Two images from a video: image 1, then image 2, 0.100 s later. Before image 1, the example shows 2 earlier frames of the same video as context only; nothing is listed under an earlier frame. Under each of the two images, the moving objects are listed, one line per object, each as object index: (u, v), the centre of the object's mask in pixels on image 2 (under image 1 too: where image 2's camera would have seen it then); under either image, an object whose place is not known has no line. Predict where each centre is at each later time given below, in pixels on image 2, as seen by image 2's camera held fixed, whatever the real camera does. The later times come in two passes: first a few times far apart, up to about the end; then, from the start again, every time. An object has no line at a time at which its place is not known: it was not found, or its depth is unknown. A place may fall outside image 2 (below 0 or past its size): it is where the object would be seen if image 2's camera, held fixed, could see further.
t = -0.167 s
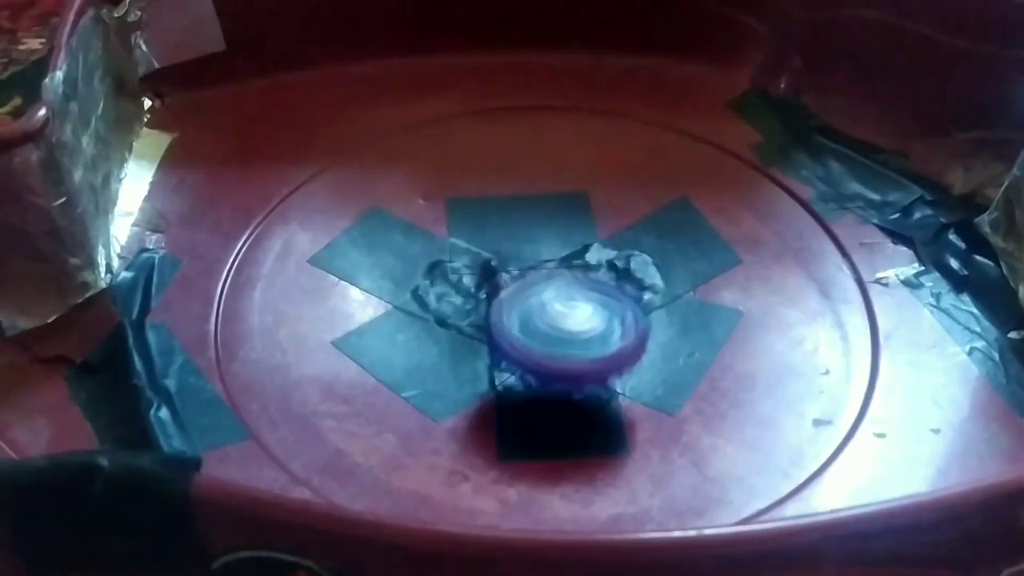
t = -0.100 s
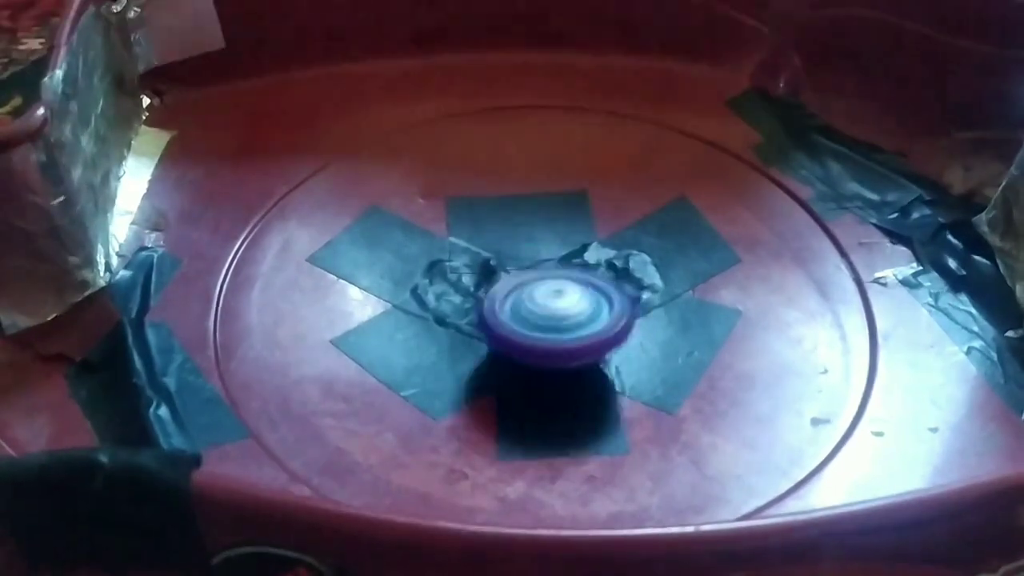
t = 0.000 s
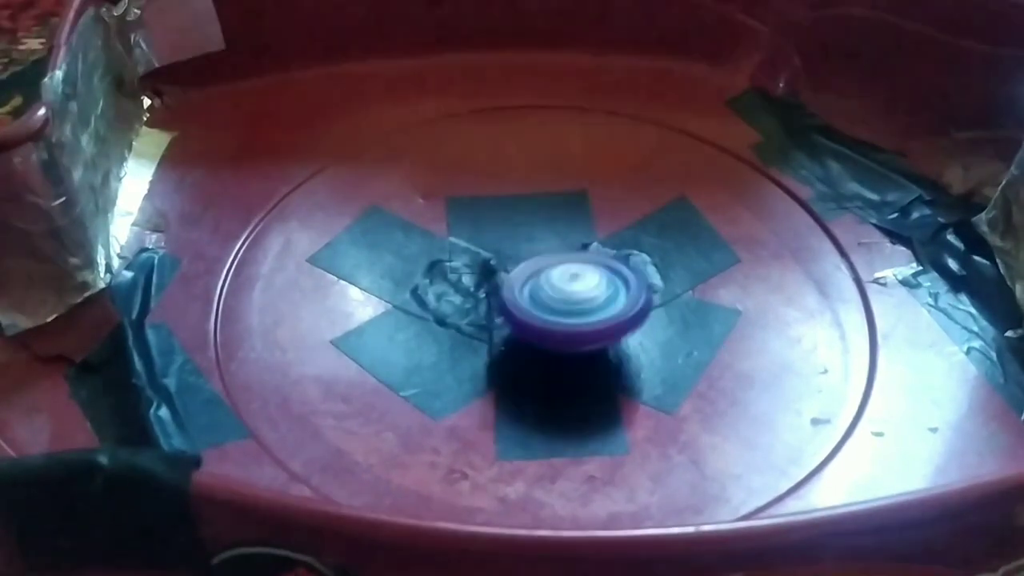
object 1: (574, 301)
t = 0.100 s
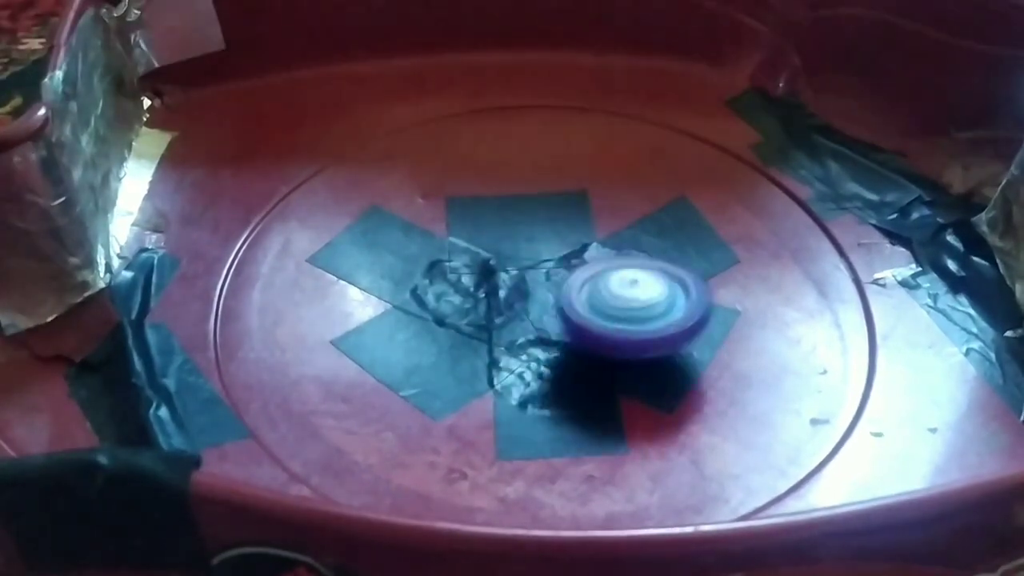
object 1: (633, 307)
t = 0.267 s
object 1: (723, 314)
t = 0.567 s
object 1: (692, 346)
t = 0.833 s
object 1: (656, 269)
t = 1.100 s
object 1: (758, 259)
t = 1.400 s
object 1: (699, 291)
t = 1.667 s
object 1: (647, 248)
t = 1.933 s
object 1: (679, 236)
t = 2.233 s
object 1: (656, 223)
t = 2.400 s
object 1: (639, 216)
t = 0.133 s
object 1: (657, 305)
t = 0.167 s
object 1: (679, 304)
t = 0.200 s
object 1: (698, 306)
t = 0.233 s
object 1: (715, 310)
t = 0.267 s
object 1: (723, 314)
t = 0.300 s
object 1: (734, 319)
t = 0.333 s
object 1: (740, 323)
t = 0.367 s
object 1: (743, 329)
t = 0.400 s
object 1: (742, 333)
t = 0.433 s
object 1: (738, 336)
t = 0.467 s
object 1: (731, 340)
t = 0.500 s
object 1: (720, 342)
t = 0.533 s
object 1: (707, 344)
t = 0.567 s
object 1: (692, 346)
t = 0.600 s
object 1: (675, 345)
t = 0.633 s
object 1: (657, 343)
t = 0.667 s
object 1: (638, 337)
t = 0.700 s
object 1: (628, 325)
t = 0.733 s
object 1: (627, 312)
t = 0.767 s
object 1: (632, 298)
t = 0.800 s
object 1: (642, 283)
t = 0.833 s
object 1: (656, 269)
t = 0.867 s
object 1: (677, 260)
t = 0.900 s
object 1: (698, 254)
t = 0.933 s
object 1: (715, 249)
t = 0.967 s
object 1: (728, 249)
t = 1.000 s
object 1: (739, 249)
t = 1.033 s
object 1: (748, 252)
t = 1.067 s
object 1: (755, 255)
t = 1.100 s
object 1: (758, 259)
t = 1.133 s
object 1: (760, 265)
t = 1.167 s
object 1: (761, 269)
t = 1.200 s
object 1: (759, 274)
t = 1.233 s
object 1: (755, 278)
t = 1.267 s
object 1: (750, 281)
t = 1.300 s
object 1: (737, 285)
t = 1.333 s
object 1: (727, 287)
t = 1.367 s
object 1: (714, 289)
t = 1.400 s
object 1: (699, 291)
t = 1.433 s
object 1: (680, 294)
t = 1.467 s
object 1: (662, 292)
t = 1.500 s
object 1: (646, 285)
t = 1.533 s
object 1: (639, 273)
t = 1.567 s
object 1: (641, 264)
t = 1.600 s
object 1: (642, 259)
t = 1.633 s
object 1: (643, 252)
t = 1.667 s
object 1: (647, 248)
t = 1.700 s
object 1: (653, 242)
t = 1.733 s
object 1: (658, 232)
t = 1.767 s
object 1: (662, 229)
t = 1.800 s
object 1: (666, 227)
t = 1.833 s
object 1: (670, 228)
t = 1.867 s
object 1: (674, 230)
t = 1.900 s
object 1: (677, 232)
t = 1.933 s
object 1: (679, 236)
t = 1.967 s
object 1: (678, 236)
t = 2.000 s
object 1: (677, 237)
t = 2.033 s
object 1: (673, 240)
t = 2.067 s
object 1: (666, 243)
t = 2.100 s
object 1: (655, 247)
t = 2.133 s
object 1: (652, 243)
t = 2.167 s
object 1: (651, 236)
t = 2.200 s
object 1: (653, 230)
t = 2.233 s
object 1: (656, 223)
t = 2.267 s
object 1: (654, 222)
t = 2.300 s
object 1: (650, 222)
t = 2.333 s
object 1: (647, 223)
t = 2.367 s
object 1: (644, 218)
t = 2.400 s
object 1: (639, 216)
